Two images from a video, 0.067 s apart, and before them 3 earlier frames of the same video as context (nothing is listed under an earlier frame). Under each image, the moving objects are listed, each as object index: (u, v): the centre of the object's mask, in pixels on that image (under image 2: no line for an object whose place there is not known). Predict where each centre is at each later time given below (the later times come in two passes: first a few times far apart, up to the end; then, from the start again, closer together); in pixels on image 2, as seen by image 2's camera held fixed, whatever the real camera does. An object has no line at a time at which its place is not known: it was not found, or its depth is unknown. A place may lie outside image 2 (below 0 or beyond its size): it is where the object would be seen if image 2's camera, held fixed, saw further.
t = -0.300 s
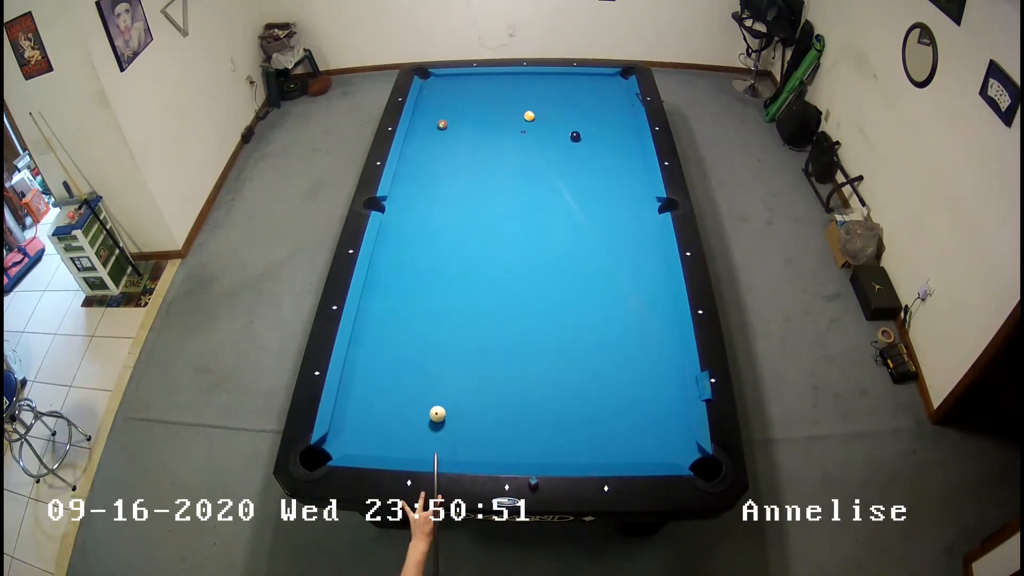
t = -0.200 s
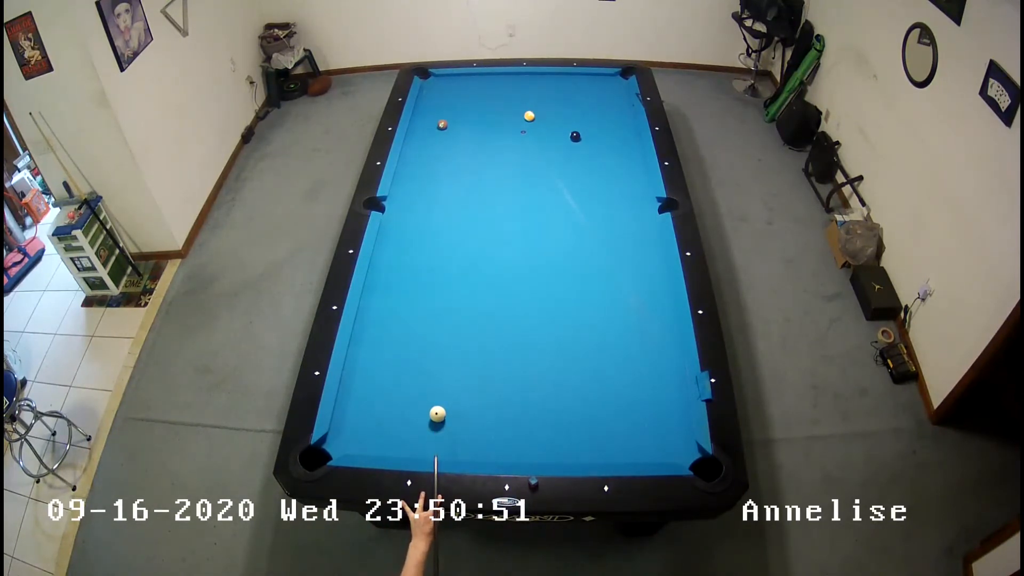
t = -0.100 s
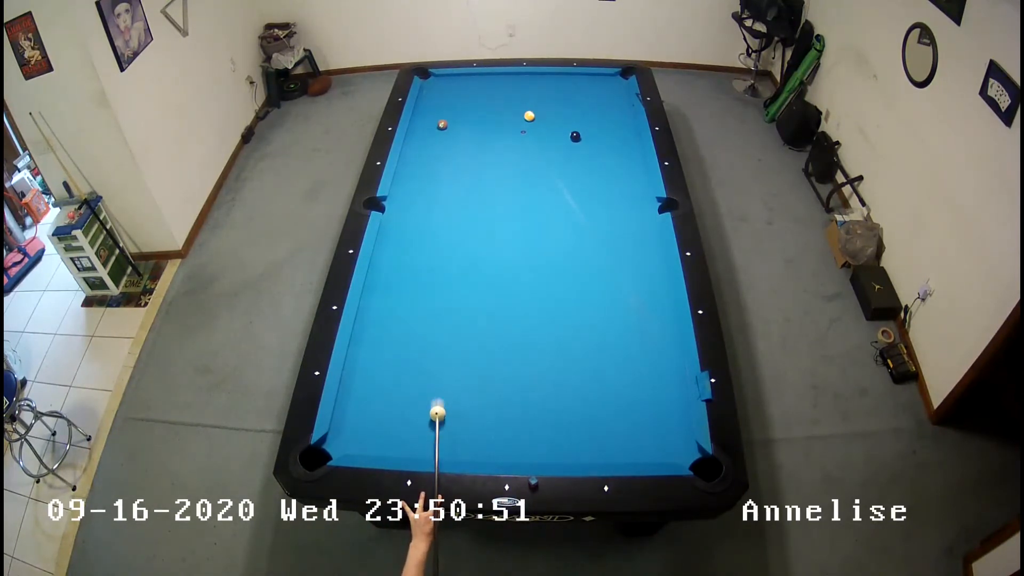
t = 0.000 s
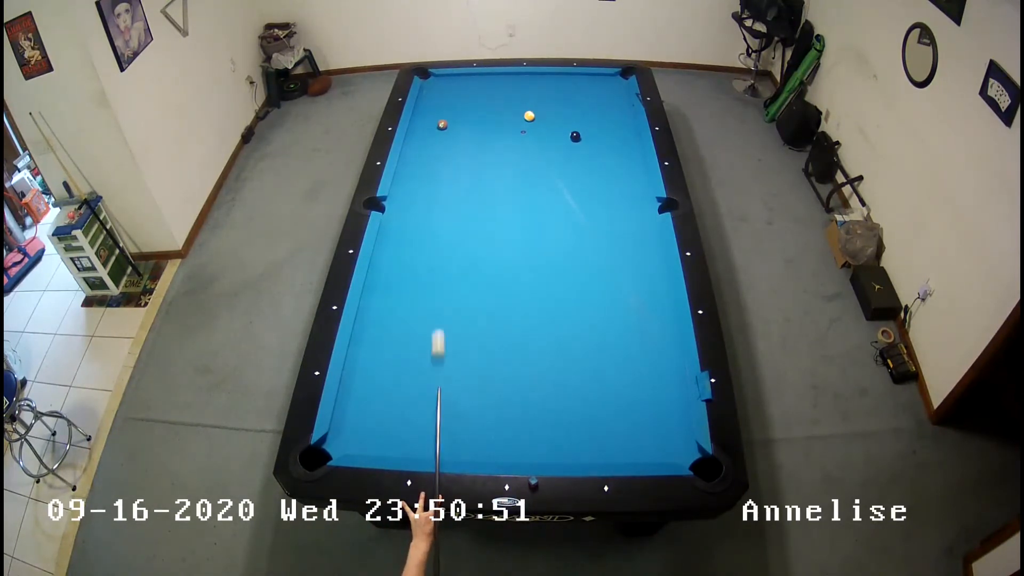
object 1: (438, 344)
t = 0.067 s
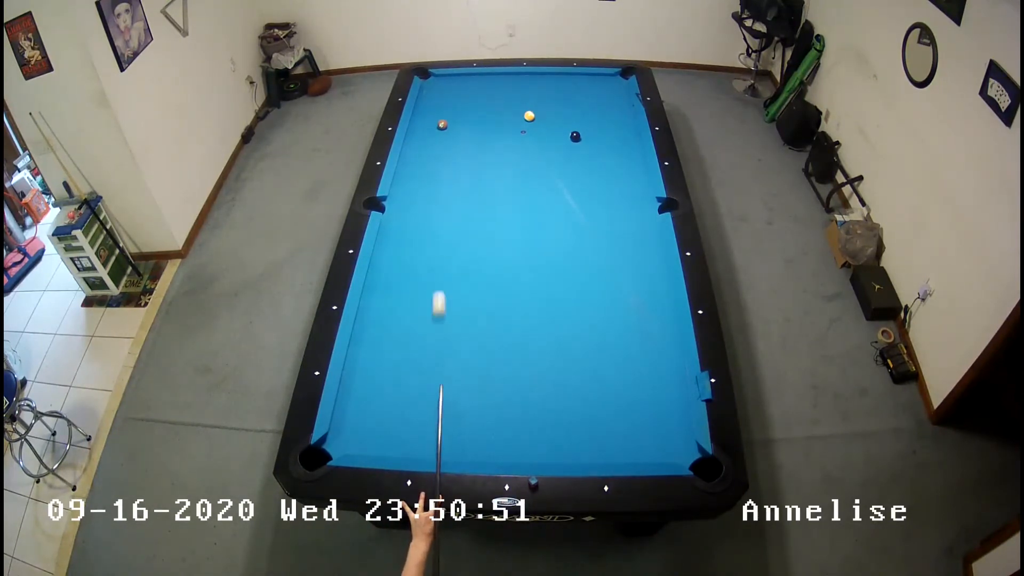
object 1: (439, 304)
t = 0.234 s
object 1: (441, 224)
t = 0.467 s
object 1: (443, 141)
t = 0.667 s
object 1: (453, 124)
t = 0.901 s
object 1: (464, 108)
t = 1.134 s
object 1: (474, 91)
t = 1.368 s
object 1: (483, 77)
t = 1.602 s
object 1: (488, 81)
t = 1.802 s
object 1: (491, 89)
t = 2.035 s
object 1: (495, 98)
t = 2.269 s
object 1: (499, 106)
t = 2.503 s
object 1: (502, 115)
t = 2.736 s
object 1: (506, 124)
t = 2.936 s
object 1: (510, 131)
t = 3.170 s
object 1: (513, 140)
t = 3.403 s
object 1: (517, 148)
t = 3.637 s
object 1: (521, 157)
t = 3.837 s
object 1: (524, 163)
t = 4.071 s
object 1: (527, 171)
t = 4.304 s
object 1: (531, 178)
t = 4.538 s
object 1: (534, 185)
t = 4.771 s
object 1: (537, 191)
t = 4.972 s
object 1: (539, 196)
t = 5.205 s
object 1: (541, 202)
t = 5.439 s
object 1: (544, 207)
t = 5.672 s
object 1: (546, 211)
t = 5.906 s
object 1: (548, 215)
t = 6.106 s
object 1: (549, 217)
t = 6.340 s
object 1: (550, 220)
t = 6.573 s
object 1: (551, 221)
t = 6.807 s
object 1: (552, 222)
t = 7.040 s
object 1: (552, 222)
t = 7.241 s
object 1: (552, 222)
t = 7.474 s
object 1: (552, 222)
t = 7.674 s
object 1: (552, 222)
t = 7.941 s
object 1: (552, 222)
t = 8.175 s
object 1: (552, 222)
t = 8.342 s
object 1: (552, 222)
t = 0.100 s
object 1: (439, 286)
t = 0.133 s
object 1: (440, 269)
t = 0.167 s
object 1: (440, 253)
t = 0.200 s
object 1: (440, 238)
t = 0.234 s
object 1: (441, 224)
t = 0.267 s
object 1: (441, 210)
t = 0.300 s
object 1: (442, 197)
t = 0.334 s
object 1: (442, 185)
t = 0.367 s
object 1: (442, 173)
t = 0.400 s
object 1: (442, 162)
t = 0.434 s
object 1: (443, 152)
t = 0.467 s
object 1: (443, 141)
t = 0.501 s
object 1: (444, 132)
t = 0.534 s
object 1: (445, 129)
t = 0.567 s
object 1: (447, 129)
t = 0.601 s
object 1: (449, 127)
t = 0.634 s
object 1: (451, 126)
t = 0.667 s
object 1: (453, 124)
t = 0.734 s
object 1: (456, 120)
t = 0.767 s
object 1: (458, 117)
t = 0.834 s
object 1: (461, 112)
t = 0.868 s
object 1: (463, 110)
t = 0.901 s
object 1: (464, 108)
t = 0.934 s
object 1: (466, 105)
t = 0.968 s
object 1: (467, 103)
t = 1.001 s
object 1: (468, 100)
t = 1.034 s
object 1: (470, 98)
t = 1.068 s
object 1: (471, 96)
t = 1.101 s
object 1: (473, 94)
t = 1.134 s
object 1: (474, 91)
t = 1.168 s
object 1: (475, 90)
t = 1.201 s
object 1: (476, 87)
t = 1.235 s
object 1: (478, 85)
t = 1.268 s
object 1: (479, 83)
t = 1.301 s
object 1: (480, 81)
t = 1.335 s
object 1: (481, 79)
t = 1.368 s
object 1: (483, 77)
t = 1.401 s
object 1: (484, 76)
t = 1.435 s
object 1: (485, 75)
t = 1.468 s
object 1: (485, 77)
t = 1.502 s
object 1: (486, 78)
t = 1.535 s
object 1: (486, 79)
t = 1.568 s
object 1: (487, 80)
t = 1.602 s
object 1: (488, 81)
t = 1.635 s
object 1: (488, 83)
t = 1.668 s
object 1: (488, 84)
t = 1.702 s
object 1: (489, 85)
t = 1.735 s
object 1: (490, 87)
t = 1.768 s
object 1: (490, 88)
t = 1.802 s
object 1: (491, 89)
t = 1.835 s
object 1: (491, 90)
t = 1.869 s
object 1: (492, 91)
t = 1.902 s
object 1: (492, 93)
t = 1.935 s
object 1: (493, 94)
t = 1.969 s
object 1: (494, 95)
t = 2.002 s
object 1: (494, 96)
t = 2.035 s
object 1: (495, 98)
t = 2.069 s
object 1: (495, 99)
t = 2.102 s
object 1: (496, 100)
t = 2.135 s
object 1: (496, 101)
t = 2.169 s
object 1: (497, 103)
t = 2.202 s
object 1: (497, 104)
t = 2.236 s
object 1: (498, 105)
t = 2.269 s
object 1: (499, 106)
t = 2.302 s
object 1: (499, 108)
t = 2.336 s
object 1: (500, 109)
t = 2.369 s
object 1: (500, 110)
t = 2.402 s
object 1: (501, 111)
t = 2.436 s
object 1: (501, 113)
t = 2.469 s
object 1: (502, 114)
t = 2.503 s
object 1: (502, 115)
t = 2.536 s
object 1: (503, 116)
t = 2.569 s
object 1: (504, 118)
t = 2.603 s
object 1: (504, 119)
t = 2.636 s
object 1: (505, 120)
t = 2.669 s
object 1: (505, 121)
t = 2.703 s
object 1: (506, 123)
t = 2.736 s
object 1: (506, 124)
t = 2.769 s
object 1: (507, 125)
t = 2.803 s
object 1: (507, 126)
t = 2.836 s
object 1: (508, 128)
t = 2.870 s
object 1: (509, 129)
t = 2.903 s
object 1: (509, 130)
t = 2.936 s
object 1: (510, 131)
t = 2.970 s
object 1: (510, 133)
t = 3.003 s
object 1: (511, 134)
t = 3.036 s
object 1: (511, 135)
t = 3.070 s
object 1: (512, 136)
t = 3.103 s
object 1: (512, 138)
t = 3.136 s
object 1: (513, 139)
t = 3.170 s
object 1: (513, 140)
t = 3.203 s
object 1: (514, 141)
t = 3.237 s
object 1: (514, 142)
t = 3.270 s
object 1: (515, 144)
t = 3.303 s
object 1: (515, 145)
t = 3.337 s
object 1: (516, 146)
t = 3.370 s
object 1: (517, 147)
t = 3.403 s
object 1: (517, 148)
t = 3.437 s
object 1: (518, 150)
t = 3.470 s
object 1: (518, 151)
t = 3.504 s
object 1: (519, 152)
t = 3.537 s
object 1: (519, 153)
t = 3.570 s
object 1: (520, 154)
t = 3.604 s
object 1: (520, 155)
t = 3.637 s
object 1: (521, 157)
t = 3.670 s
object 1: (521, 158)
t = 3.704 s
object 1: (522, 159)
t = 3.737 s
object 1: (522, 160)
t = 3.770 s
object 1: (523, 161)
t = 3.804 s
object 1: (523, 162)
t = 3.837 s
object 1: (524, 163)
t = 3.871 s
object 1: (524, 164)
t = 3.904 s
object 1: (525, 165)
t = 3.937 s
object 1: (525, 167)
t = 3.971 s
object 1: (526, 168)
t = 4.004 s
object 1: (526, 169)
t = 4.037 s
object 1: (527, 170)
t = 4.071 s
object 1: (527, 171)
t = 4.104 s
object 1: (528, 172)
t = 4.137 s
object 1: (528, 173)
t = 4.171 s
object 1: (529, 174)
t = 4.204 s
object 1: (529, 175)
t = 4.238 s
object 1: (530, 176)
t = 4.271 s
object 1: (530, 177)
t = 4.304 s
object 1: (531, 178)
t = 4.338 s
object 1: (531, 179)
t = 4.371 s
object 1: (531, 180)
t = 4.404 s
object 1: (532, 181)
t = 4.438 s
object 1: (532, 182)
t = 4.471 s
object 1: (533, 183)
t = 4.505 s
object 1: (533, 184)
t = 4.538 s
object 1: (534, 185)
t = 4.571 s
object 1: (534, 186)
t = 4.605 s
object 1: (534, 187)
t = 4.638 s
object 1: (535, 188)
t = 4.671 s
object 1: (535, 189)
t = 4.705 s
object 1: (536, 190)
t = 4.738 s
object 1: (536, 190)
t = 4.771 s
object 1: (537, 191)
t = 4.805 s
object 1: (537, 192)
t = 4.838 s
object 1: (537, 193)
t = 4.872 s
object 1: (538, 194)
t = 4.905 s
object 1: (538, 195)
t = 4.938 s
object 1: (538, 196)
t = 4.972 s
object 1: (539, 196)
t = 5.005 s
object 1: (539, 197)
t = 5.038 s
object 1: (540, 198)
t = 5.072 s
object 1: (540, 199)
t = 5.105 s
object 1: (540, 200)
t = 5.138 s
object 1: (541, 200)
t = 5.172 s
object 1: (541, 201)
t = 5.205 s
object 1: (541, 202)
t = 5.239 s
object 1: (542, 203)
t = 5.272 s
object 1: (542, 204)
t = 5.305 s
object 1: (542, 204)
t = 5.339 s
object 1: (543, 205)
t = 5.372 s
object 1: (543, 206)
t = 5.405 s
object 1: (543, 206)
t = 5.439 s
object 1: (544, 207)
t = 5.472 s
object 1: (544, 207)
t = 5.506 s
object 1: (544, 208)
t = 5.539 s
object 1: (544, 209)
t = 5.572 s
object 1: (545, 209)
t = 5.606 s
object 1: (545, 210)
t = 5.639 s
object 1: (545, 211)
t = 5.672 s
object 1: (546, 211)
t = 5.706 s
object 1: (546, 212)
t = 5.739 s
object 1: (546, 212)
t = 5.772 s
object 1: (547, 213)
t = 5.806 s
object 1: (547, 213)
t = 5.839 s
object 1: (547, 214)
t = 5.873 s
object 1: (547, 214)
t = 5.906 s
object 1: (548, 215)
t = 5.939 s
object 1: (548, 215)
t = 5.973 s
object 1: (548, 216)
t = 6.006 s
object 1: (548, 216)
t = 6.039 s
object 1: (548, 217)
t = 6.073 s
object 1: (548, 217)
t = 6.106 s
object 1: (549, 217)
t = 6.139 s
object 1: (549, 218)
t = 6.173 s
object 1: (549, 218)
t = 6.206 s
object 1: (549, 218)
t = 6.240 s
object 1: (549, 218)
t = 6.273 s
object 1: (550, 219)
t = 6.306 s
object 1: (550, 219)
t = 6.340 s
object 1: (550, 220)
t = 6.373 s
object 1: (550, 220)
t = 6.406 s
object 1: (550, 220)
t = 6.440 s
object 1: (551, 220)
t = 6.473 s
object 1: (551, 221)
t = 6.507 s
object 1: (551, 220)
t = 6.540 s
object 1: (551, 221)
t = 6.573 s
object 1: (551, 221)
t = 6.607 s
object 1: (551, 221)
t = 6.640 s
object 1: (552, 221)
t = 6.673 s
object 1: (552, 222)
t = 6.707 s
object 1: (552, 222)
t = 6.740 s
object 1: (552, 222)
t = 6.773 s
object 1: (552, 222)
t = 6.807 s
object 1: (552, 222)
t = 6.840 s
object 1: (552, 222)
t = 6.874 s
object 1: (552, 222)
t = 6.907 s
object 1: (552, 222)
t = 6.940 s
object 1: (552, 222)
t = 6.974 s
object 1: (552, 222)
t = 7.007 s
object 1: (552, 222)
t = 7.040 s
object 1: (552, 222)
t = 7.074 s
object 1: (552, 222)
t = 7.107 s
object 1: (552, 222)
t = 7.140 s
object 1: (552, 222)
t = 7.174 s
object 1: (552, 222)
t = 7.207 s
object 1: (552, 222)
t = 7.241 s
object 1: (552, 222)
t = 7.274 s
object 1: (552, 222)
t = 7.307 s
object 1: (552, 222)
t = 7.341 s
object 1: (552, 222)
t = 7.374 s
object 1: (552, 222)
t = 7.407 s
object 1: (552, 222)
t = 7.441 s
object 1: (552, 222)
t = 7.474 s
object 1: (552, 222)
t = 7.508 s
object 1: (552, 222)
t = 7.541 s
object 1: (552, 222)
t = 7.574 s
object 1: (552, 222)
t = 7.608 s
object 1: (552, 222)
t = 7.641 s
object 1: (552, 222)
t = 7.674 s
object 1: (552, 222)
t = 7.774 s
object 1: (552, 222)
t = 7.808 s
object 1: (552, 222)
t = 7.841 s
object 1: (552, 222)
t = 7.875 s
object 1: (552, 222)
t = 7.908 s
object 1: (552, 222)
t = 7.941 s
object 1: (552, 222)
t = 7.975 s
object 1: (552, 222)
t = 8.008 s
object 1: (552, 222)
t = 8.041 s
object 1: (552, 222)
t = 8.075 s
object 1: (552, 222)
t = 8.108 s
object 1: (552, 222)
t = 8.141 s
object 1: (552, 222)
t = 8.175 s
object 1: (552, 222)
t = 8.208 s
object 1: (552, 222)
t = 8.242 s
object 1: (552, 222)
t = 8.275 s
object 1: (552, 222)
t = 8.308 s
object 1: (552, 222)
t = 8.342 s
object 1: (552, 222)
